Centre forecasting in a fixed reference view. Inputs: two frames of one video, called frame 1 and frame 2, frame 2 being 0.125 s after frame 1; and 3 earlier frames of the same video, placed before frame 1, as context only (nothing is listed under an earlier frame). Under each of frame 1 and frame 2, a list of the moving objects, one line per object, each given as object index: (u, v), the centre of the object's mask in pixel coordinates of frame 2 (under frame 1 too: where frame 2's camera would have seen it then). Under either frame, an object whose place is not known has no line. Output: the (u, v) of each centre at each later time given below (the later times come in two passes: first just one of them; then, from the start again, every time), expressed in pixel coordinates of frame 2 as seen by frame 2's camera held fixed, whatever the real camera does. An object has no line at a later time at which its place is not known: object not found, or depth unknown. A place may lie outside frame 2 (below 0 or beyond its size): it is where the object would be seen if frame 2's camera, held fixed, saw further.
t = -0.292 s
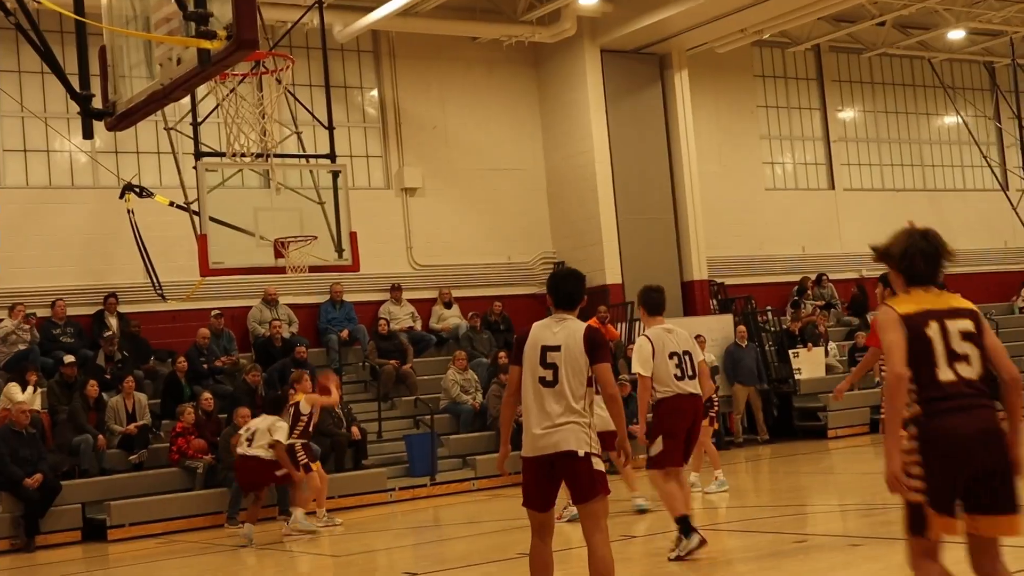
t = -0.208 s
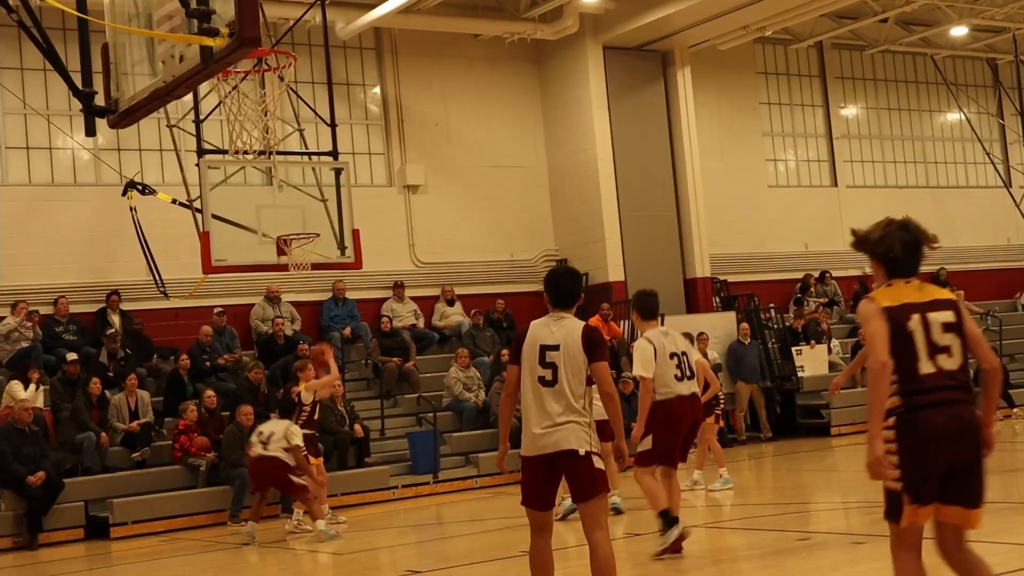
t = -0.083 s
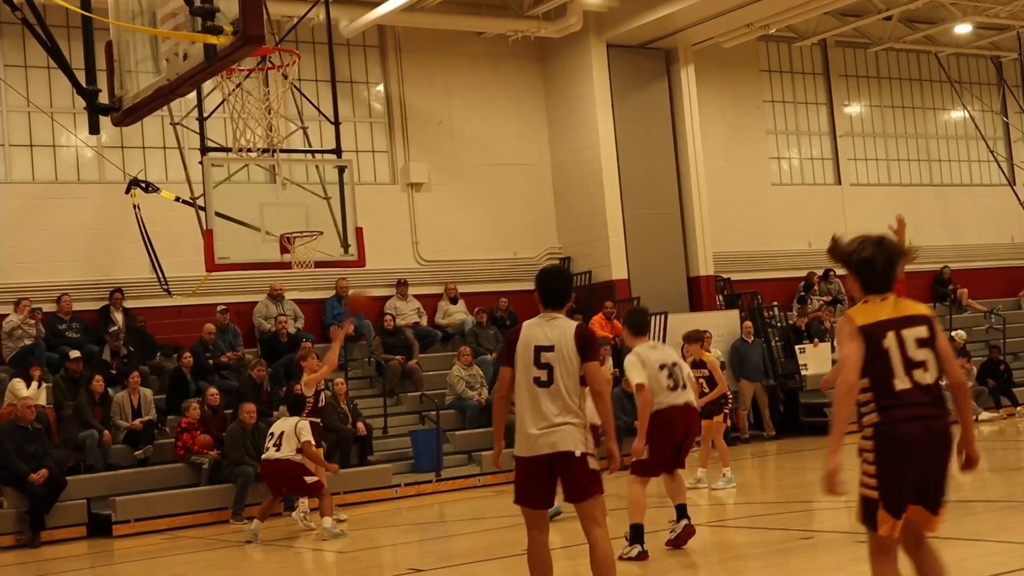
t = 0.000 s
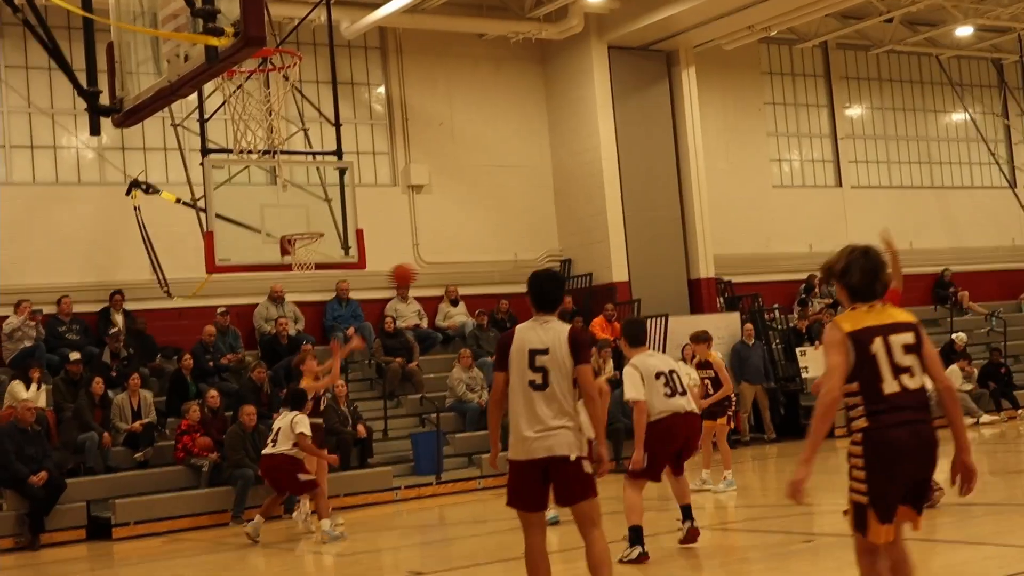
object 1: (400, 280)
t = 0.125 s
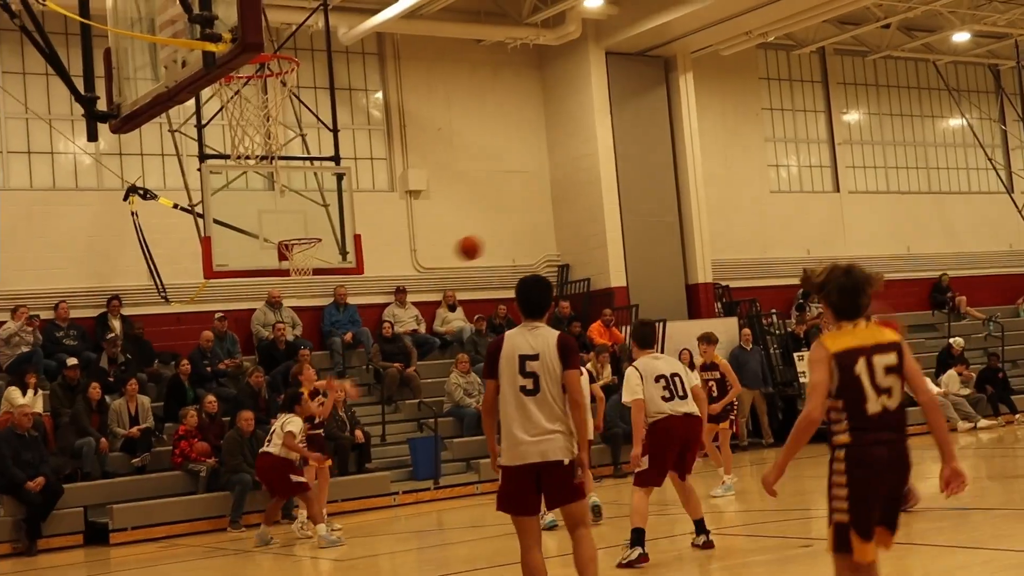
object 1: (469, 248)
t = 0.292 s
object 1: (569, 227)
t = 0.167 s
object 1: (494, 240)
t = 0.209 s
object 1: (518, 235)
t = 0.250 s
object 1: (543, 229)
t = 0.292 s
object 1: (569, 227)
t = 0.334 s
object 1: (595, 227)
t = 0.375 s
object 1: (624, 228)
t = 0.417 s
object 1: (650, 232)
